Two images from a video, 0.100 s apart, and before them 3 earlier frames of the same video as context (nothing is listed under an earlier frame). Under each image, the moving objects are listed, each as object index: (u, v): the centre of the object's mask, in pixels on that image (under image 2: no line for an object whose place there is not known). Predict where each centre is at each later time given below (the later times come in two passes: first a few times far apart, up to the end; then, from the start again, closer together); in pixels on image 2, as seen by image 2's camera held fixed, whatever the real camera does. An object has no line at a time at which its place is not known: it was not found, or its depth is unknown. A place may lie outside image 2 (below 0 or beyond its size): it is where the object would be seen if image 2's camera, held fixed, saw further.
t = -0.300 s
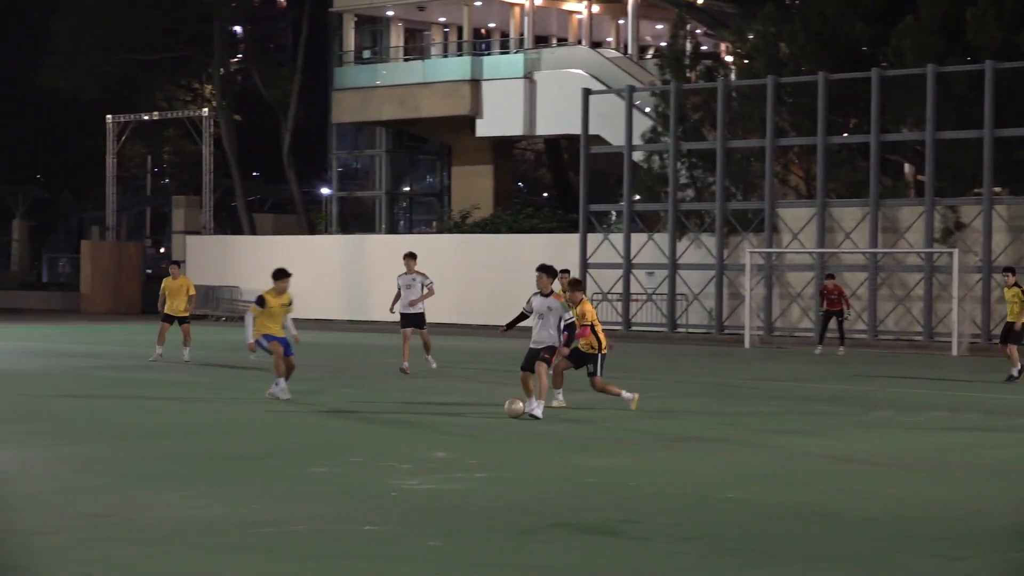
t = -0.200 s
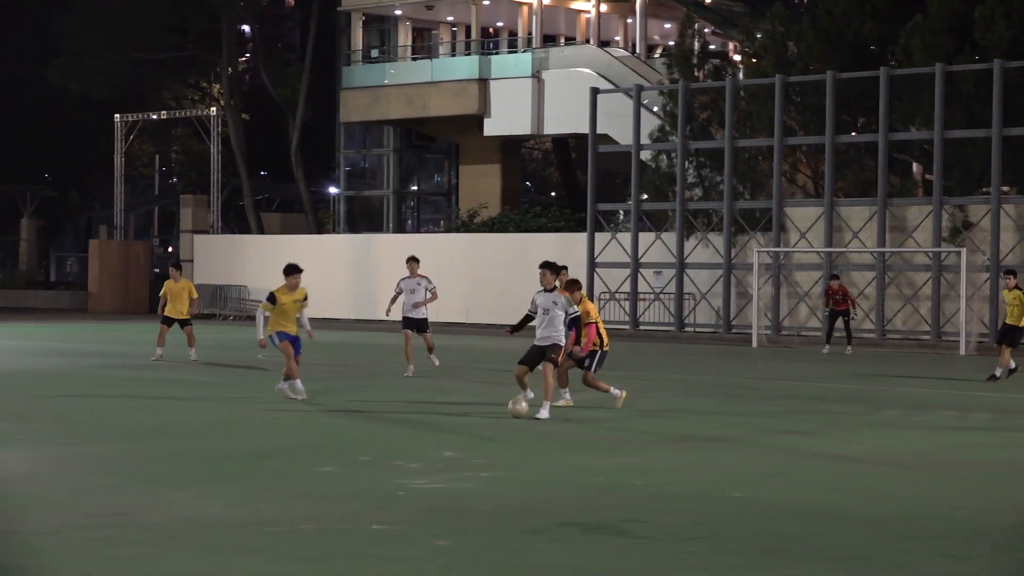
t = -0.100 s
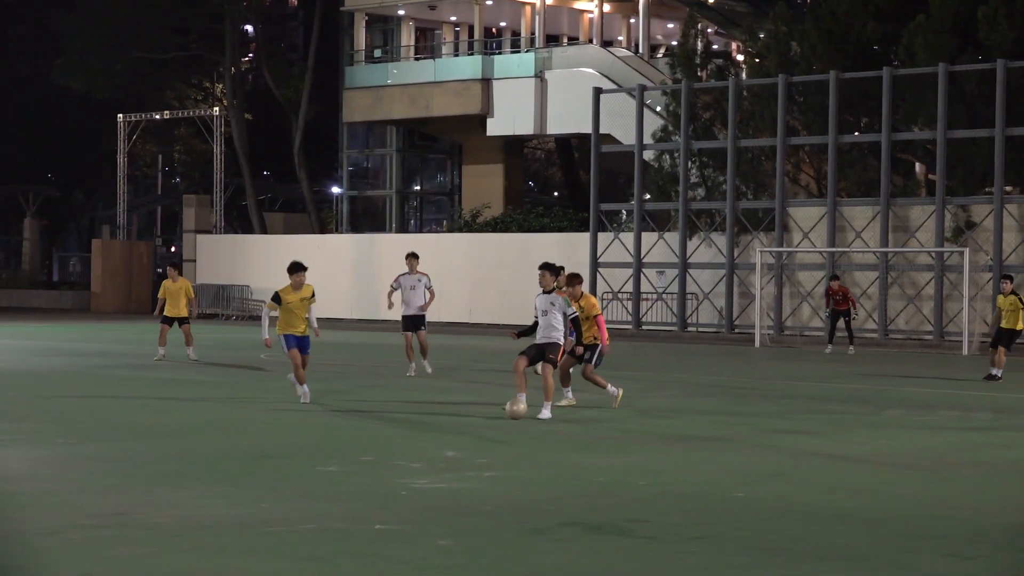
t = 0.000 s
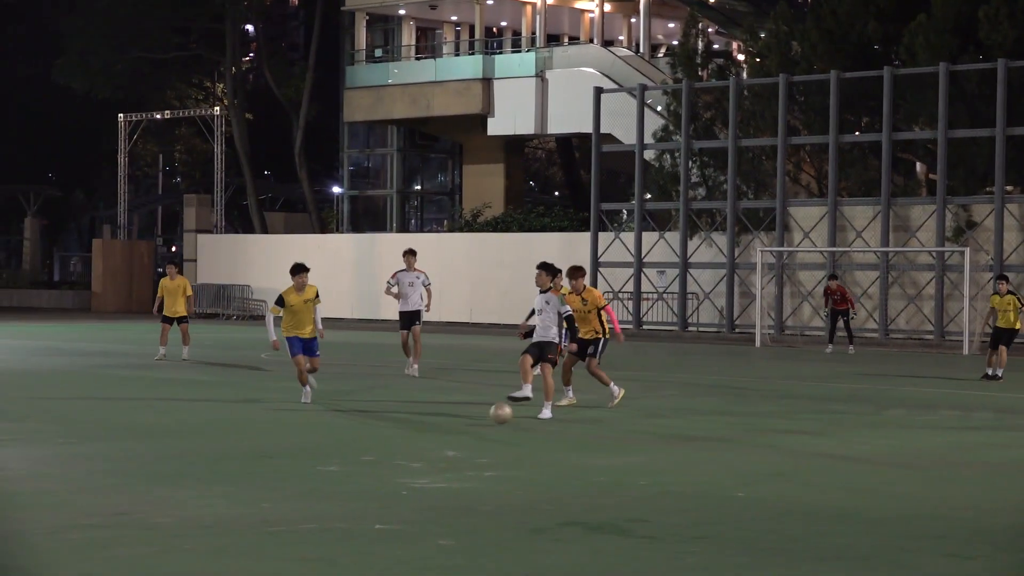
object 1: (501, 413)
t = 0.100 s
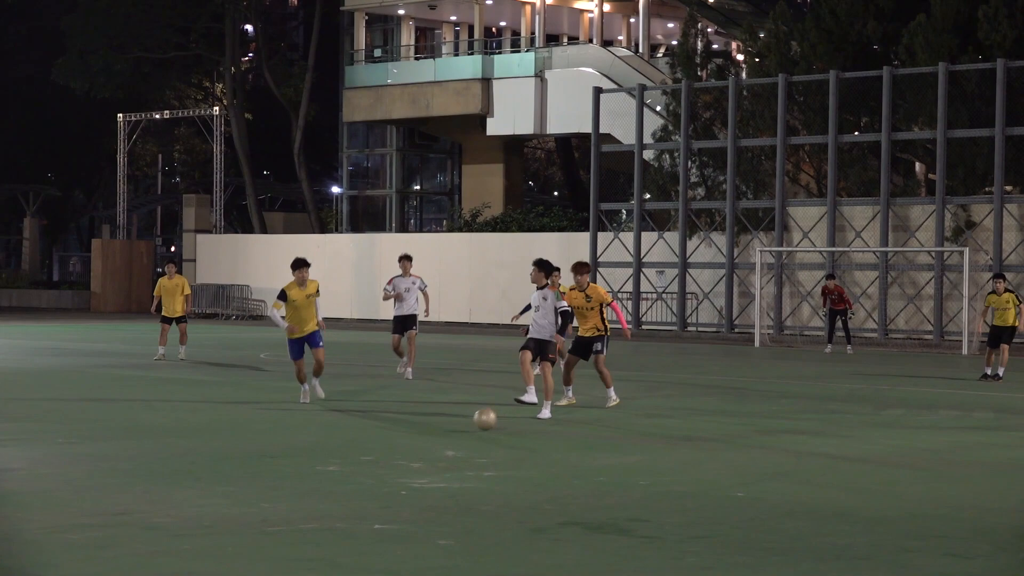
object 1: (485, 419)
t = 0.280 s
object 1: (461, 429)
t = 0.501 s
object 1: (427, 442)
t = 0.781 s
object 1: (379, 460)
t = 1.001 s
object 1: (335, 475)
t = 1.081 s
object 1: (318, 481)
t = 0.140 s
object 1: (479, 423)
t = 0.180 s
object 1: (474, 423)
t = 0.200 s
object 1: (472, 424)
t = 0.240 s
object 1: (466, 427)
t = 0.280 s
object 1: (461, 429)
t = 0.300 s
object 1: (458, 430)
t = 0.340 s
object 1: (451, 433)
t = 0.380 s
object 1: (446, 435)
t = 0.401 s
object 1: (443, 436)
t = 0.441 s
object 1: (437, 438)
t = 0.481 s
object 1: (430, 440)
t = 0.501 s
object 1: (427, 442)
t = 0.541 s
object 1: (421, 444)
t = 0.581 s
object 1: (414, 447)
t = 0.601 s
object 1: (411, 448)
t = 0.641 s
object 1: (405, 451)
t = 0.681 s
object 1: (398, 454)
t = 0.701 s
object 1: (394, 455)
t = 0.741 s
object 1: (387, 457)
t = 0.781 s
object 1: (379, 460)
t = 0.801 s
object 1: (375, 462)
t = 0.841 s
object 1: (368, 463)
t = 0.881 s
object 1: (360, 466)
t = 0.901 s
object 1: (356, 469)
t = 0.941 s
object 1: (348, 471)
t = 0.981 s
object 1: (339, 473)
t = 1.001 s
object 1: (335, 475)
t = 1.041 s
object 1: (327, 479)
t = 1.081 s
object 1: (318, 481)
